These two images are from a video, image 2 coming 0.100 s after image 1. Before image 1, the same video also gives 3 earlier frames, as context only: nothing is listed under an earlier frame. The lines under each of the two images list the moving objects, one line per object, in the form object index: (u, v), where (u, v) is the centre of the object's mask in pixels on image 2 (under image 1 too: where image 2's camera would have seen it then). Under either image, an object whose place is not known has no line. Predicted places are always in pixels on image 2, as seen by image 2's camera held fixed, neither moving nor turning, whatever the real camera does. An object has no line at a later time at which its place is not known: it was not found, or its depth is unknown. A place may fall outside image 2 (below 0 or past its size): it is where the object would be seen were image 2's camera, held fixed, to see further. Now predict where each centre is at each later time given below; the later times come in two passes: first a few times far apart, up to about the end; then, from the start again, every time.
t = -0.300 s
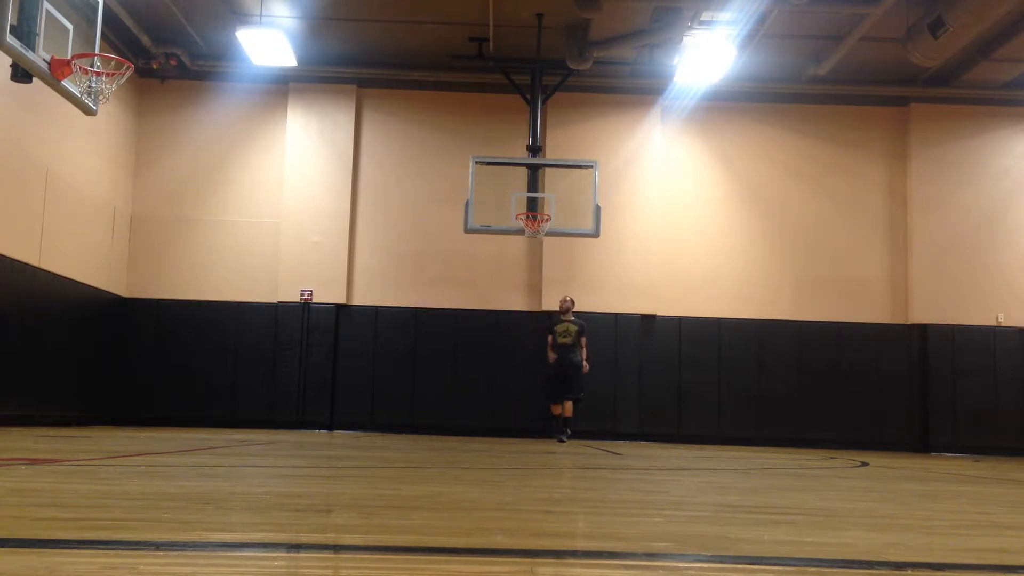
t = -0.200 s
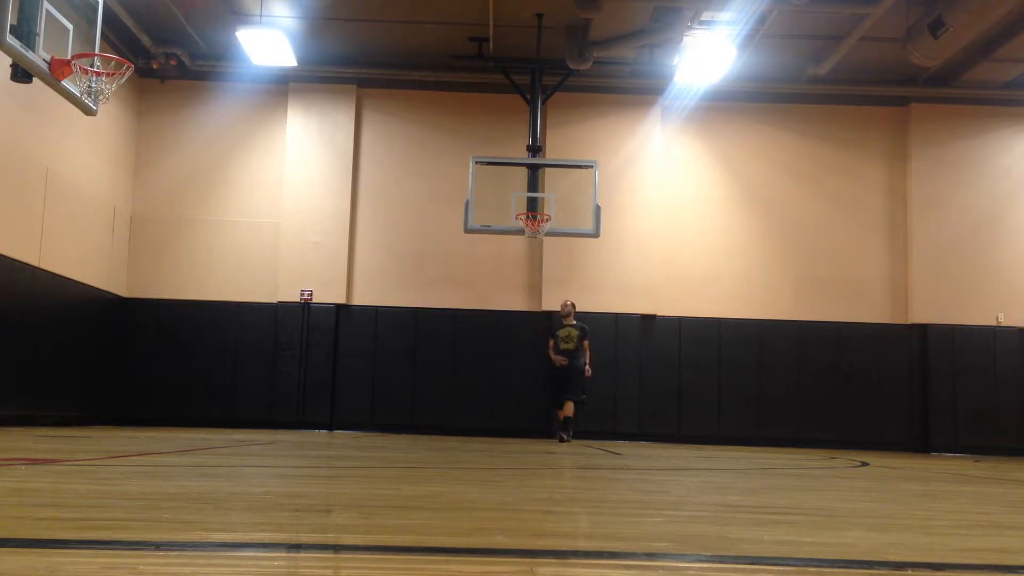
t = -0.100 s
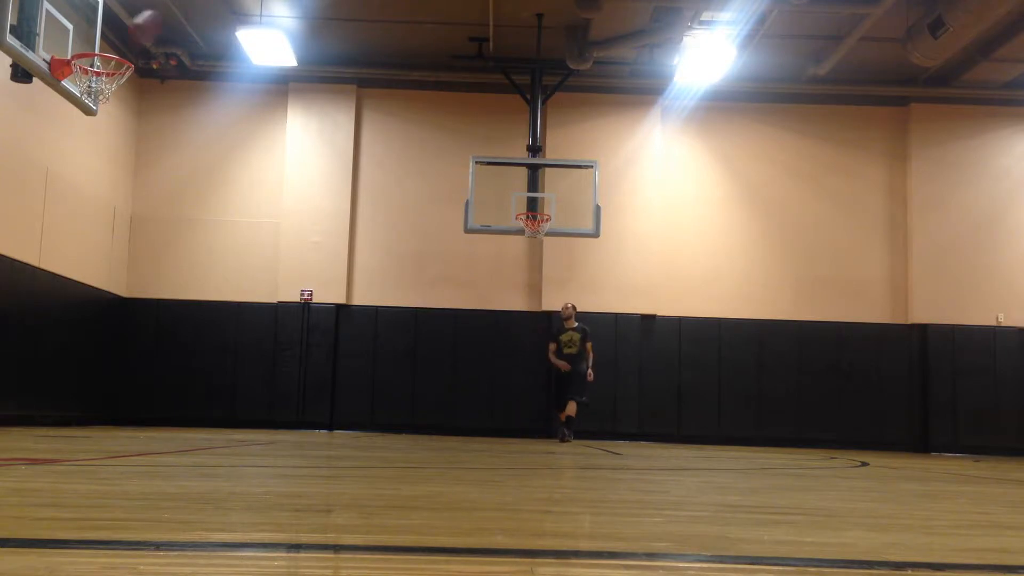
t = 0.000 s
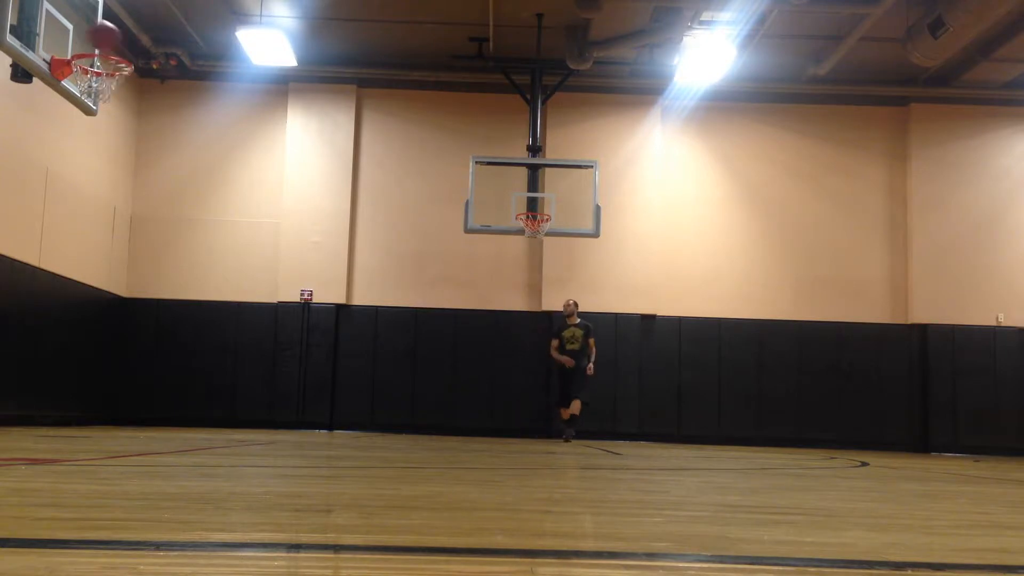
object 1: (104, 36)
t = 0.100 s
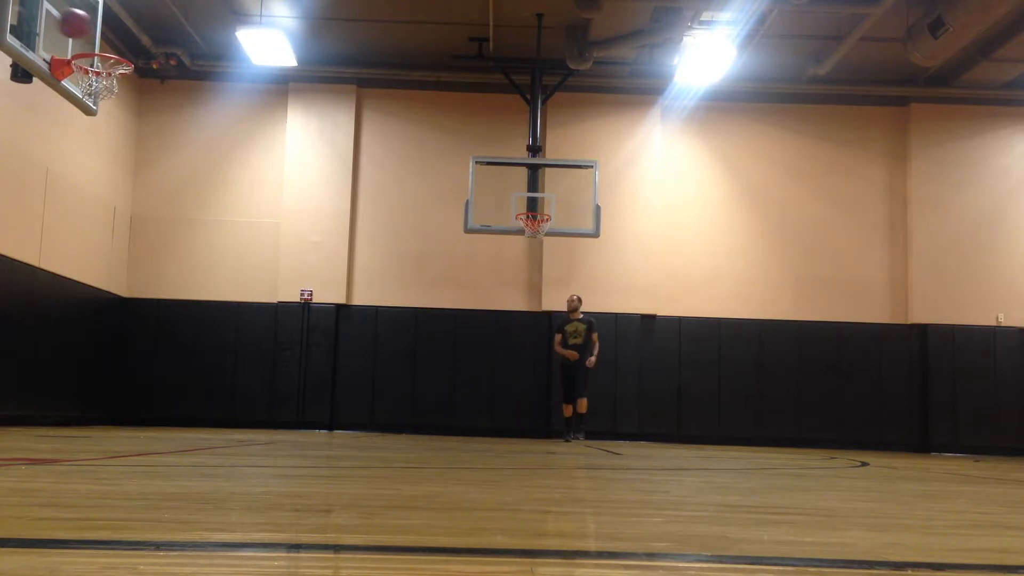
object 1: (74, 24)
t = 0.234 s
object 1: (68, 21)
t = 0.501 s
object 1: (119, 73)
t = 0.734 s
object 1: (157, 194)
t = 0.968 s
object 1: (192, 400)
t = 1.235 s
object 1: (223, 265)
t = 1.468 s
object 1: (245, 179)
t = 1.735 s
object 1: (265, 164)
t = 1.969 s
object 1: (278, 230)
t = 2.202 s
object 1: (286, 386)
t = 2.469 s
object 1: (317, 305)
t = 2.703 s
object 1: (345, 243)
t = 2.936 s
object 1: (368, 262)
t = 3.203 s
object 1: (393, 393)
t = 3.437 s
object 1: (418, 338)
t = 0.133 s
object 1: (64, 22)
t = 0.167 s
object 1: (55, 21)
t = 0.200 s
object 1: (61, 20)
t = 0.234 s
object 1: (68, 21)
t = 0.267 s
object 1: (75, 23)
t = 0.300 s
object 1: (81, 26)
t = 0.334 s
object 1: (87, 30)
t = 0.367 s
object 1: (93, 36)
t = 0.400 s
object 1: (99, 42)
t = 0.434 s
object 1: (107, 52)
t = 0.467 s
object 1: (112, 61)
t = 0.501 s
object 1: (119, 73)
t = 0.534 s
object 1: (125, 86)
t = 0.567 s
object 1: (129, 99)
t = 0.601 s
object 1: (135, 115)
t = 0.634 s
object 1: (140, 132)
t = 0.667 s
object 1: (146, 152)
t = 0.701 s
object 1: (151, 174)
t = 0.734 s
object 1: (157, 194)
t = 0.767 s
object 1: (162, 218)
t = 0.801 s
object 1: (167, 243)
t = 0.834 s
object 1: (172, 270)
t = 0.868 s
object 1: (178, 304)
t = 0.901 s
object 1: (183, 332)
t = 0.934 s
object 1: (187, 366)
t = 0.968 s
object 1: (192, 400)
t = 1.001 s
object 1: (197, 413)
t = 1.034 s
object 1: (201, 393)
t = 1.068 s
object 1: (205, 368)
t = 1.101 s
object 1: (209, 345)
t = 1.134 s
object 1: (213, 324)
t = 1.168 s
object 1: (216, 303)
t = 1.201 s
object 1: (220, 282)
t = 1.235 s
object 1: (223, 265)
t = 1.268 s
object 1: (226, 249)
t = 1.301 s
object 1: (230, 234)
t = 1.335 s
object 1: (233, 220)
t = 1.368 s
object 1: (236, 208)
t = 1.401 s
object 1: (239, 197)
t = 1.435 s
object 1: (242, 187)
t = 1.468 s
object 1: (245, 179)
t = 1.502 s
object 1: (247, 172)
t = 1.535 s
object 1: (250, 167)
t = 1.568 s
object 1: (253, 163)
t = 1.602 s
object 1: (255, 160)
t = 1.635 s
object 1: (258, 159)
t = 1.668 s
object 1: (260, 159)
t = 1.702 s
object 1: (262, 161)
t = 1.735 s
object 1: (265, 164)
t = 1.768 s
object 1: (267, 169)
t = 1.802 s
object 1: (269, 175)
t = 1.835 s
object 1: (271, 183)
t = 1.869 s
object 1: (272, 192)
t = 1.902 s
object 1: (274, 203)
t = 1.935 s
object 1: (276, 216)
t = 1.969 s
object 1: (278, 230)
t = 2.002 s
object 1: (279, 246)
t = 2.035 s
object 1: (280, 264)
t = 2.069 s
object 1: (282, 282)
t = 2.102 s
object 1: (283, 309)
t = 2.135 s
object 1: (285, 332)
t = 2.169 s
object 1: (285, 359)
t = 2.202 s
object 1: (286, 386)
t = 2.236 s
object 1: (287, 411)
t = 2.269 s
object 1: (290, 411)
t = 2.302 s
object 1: (294, 394)
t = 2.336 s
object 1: (299, 372)
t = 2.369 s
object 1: (305, 352)
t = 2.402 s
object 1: (309, 333)
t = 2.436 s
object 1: (313, 320)
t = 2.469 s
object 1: (317, 305)
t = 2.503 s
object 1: (322, 288)
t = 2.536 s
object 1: (326, 277)
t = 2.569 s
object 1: (330, 267)
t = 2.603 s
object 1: (334, 259)
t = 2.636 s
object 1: (337, 252)
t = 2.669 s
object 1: (341, 247)
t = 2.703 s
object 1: (345, 243)
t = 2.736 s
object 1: (348, 241)
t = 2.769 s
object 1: (352, 240)
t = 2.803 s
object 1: (355, 241)
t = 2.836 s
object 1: (359, 244)
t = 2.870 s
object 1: (362, 248)
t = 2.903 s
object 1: (365, 254)
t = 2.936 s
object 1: (368, 262)
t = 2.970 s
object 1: (372, 272)
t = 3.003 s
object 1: (375, 283)
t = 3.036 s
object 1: (378, 298)
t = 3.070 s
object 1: (381, 314)
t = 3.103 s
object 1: (384, 330)
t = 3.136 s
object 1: (386, 348)
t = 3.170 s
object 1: (389, 370)
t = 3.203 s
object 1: (393, 393)
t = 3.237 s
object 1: (395, 413)
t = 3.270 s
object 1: (398, 416)
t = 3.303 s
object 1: (402, 400)
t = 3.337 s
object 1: (407, 383)
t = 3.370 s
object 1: (411, 366)
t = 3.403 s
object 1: (415, 351)
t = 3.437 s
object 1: (418, 338)
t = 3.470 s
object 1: (422, 328)
